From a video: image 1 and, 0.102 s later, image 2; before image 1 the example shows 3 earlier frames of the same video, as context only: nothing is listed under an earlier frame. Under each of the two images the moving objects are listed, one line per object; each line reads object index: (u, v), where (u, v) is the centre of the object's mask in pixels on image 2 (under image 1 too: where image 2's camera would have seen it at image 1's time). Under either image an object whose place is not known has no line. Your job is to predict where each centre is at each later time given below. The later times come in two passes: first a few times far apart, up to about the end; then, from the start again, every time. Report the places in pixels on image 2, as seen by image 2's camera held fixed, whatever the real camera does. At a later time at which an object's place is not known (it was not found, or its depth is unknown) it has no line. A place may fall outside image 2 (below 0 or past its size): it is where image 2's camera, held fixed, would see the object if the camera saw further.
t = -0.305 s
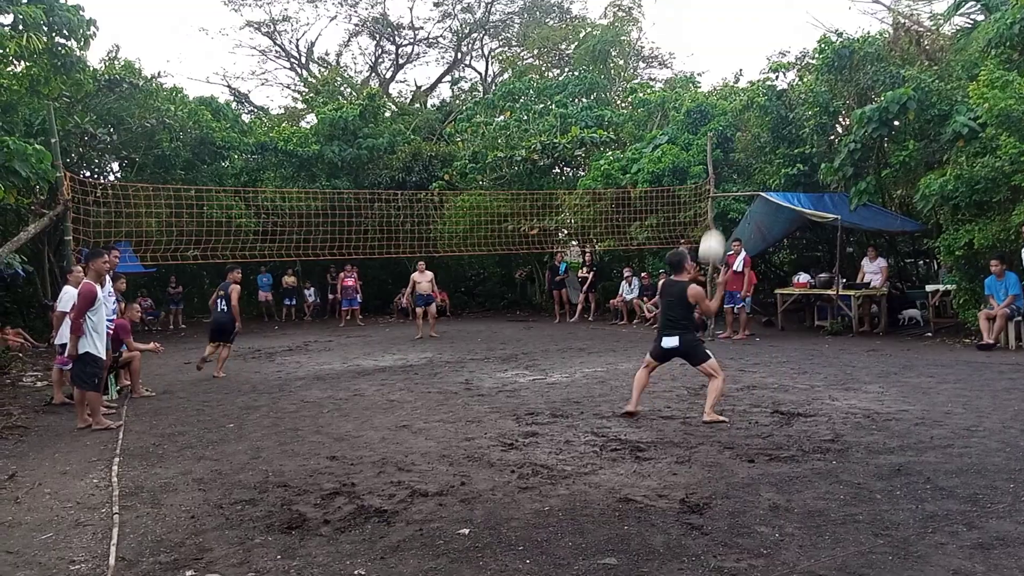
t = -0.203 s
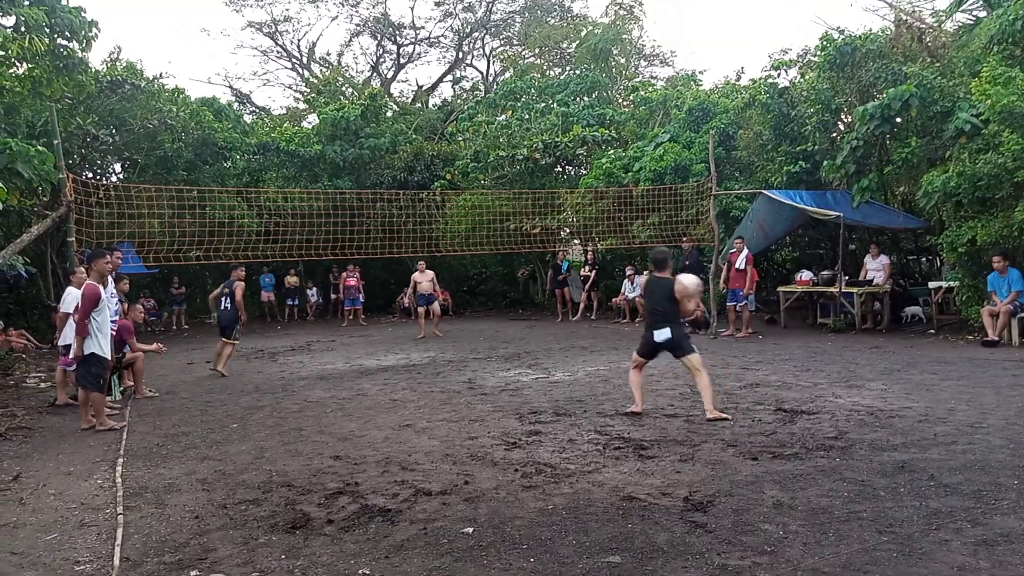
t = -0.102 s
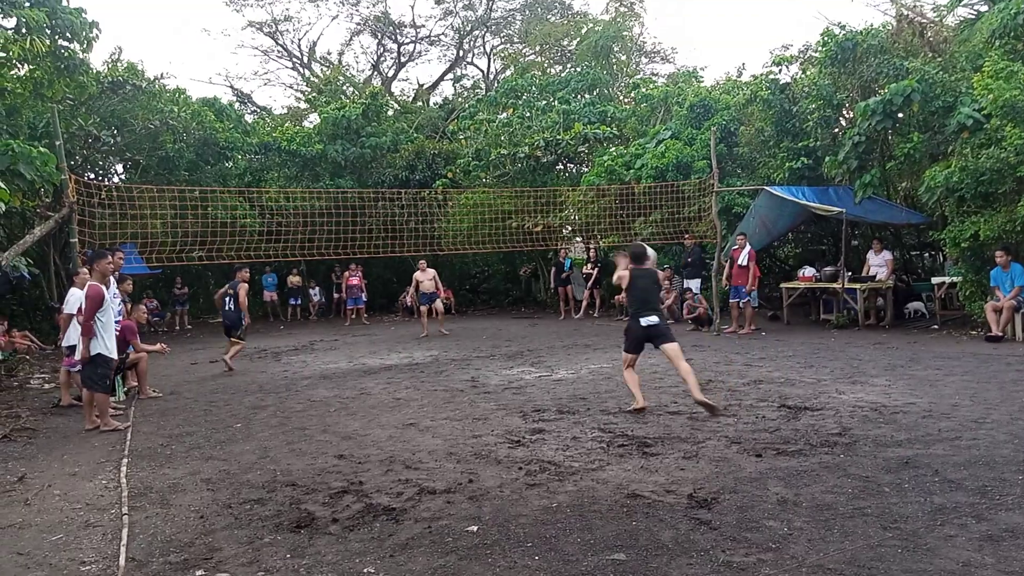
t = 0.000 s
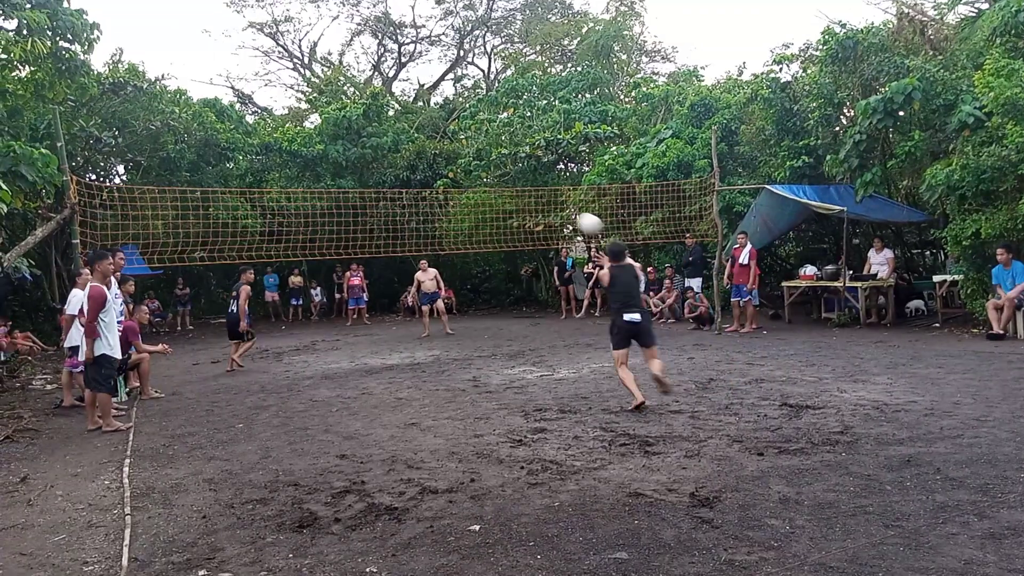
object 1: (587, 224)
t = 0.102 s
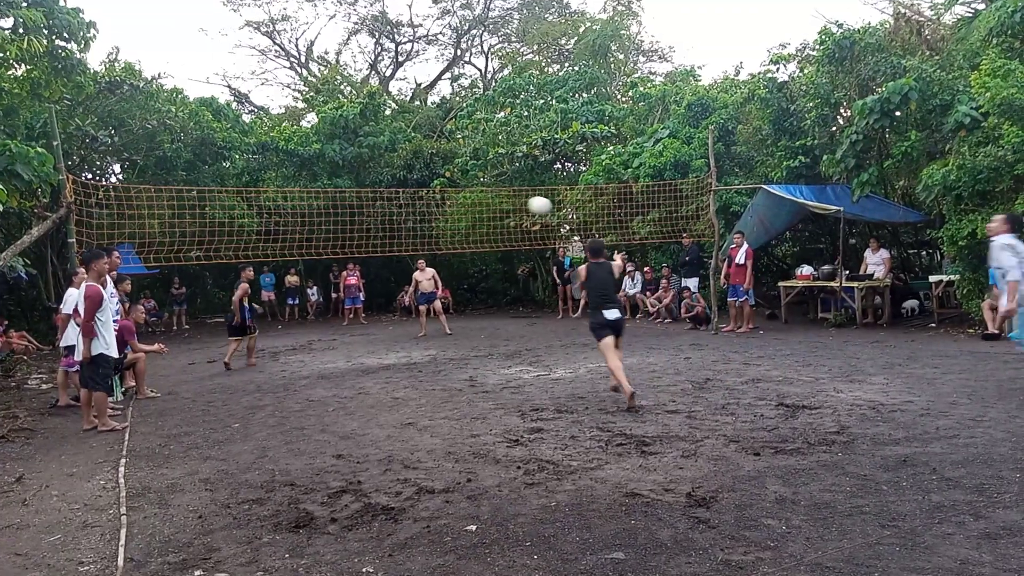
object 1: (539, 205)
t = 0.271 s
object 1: (477, 198)
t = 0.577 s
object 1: (395, 232)
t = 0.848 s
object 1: (404, 243)
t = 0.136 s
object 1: (526, 203)
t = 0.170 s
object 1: (513, 200)
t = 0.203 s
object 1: (500, 198)
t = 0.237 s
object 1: (488, 198)
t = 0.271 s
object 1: (477, 198)
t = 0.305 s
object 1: (466, 200)
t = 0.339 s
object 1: (455, 201)
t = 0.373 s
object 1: (446, 204)
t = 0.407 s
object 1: (436, 207)
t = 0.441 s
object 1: (427, 211)
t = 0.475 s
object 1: (418, 216)
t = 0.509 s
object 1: (410, 221)
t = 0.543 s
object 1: (402, 227)
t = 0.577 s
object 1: (395, 232)
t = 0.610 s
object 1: (392, 235)
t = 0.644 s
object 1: (390, 238)
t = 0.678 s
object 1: (390, 240)
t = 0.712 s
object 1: (391, 241)
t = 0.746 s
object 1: (394, 241)
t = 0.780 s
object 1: (397, 241)
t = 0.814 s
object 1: (401, 242)
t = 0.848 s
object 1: (404, 243)
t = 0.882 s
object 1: (408, 243)
